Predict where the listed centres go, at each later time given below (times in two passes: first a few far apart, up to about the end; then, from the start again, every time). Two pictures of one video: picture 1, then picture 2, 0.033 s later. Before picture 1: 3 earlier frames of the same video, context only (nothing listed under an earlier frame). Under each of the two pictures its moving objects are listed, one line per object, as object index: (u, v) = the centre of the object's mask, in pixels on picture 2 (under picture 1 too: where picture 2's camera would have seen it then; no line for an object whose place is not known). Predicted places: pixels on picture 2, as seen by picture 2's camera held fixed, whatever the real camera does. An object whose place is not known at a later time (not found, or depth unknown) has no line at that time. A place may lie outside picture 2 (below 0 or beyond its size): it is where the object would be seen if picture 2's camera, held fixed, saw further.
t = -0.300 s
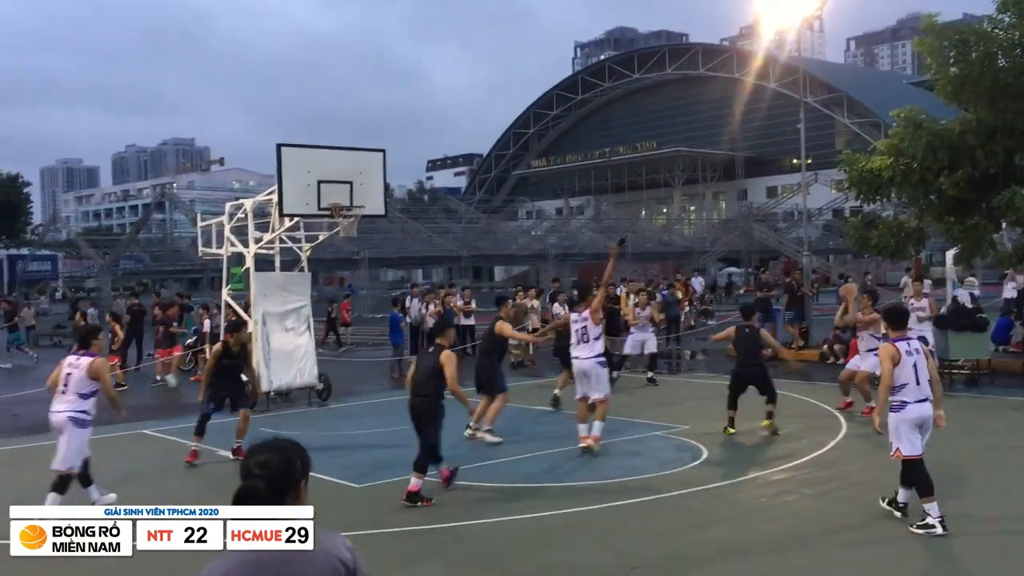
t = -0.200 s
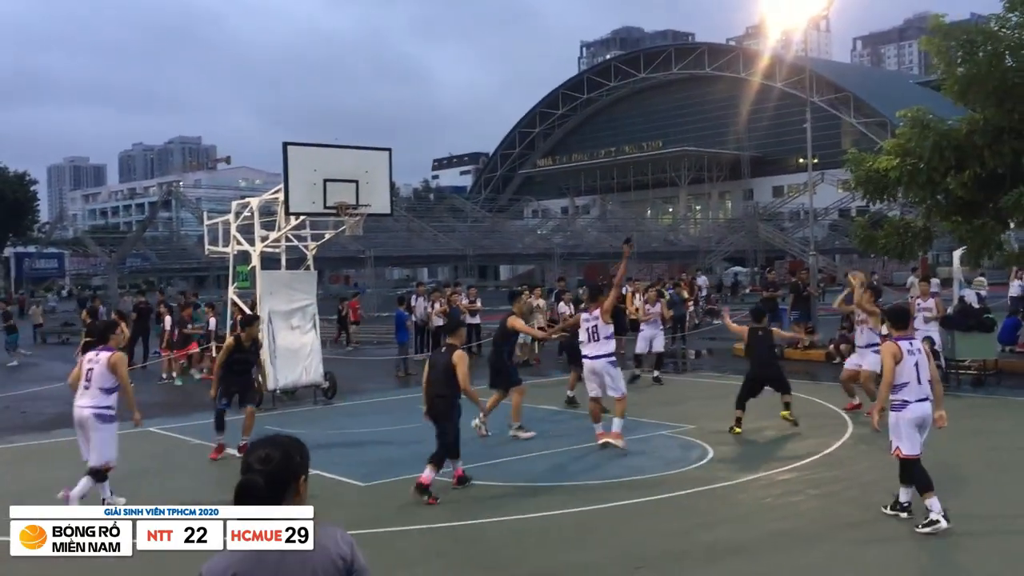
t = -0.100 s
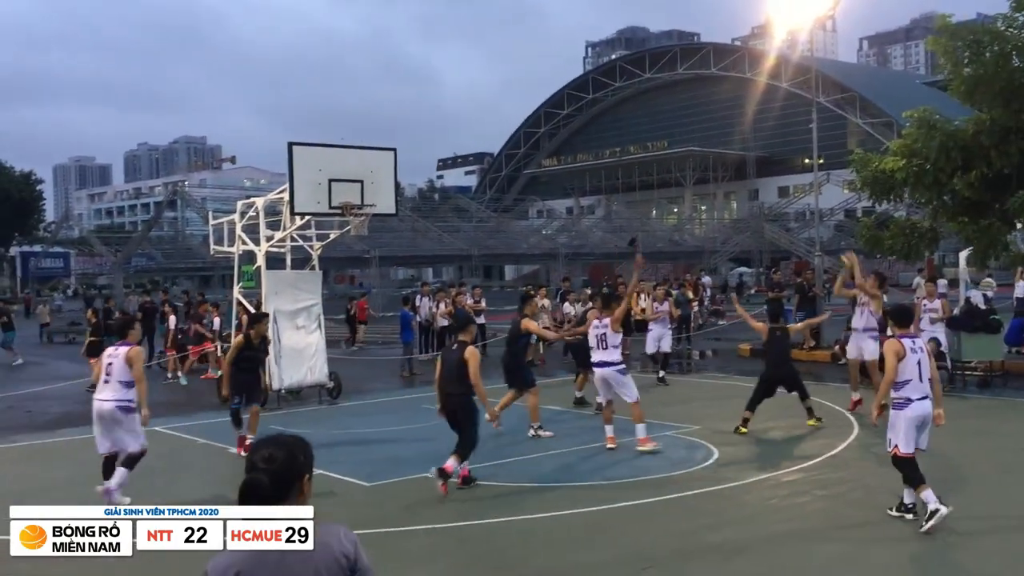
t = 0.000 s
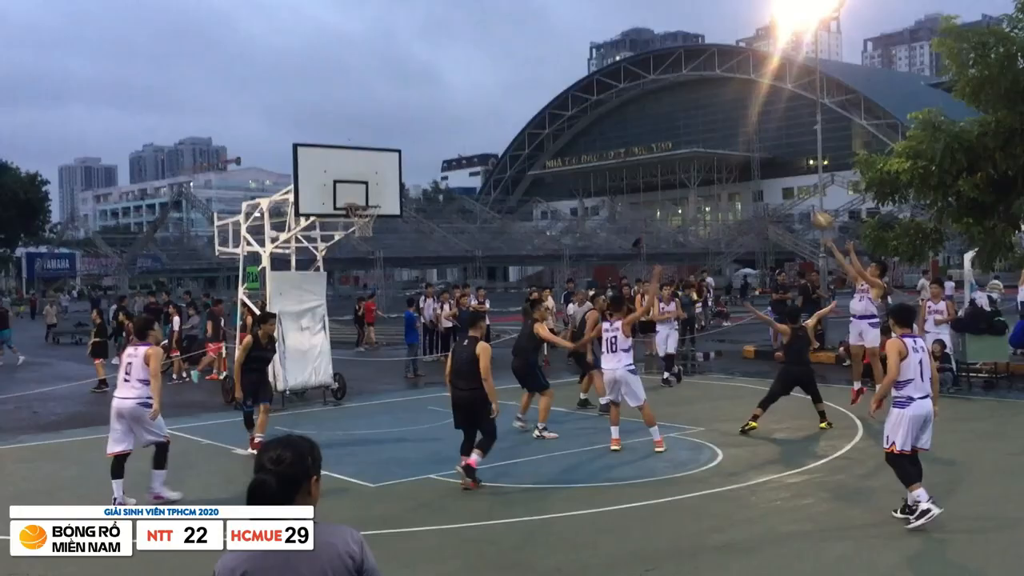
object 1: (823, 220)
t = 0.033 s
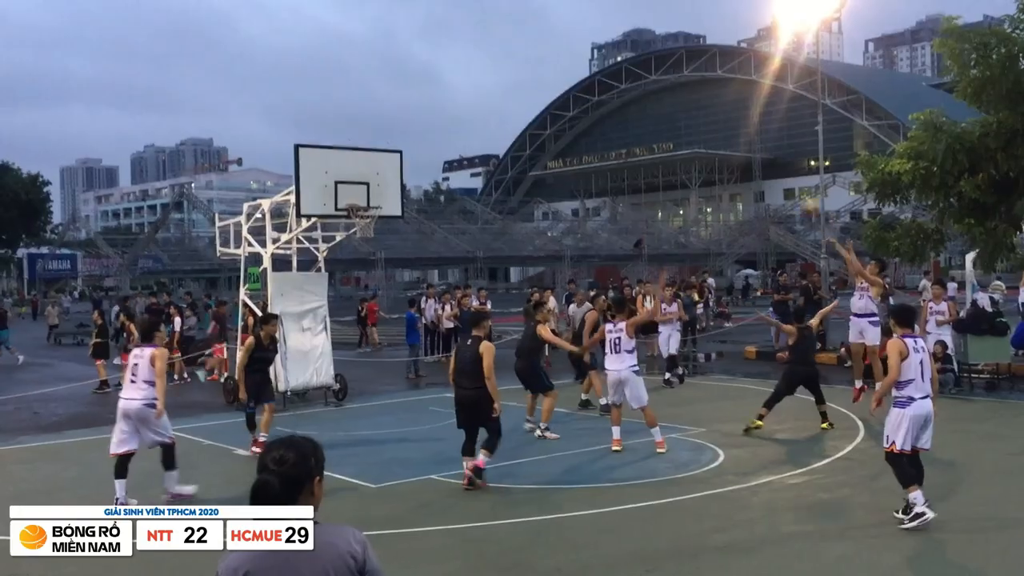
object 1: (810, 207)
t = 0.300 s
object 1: (700, 118)
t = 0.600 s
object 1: (587, 80)
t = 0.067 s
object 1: (794, 193)
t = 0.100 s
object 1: (782, 179)
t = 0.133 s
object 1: (767, 166)
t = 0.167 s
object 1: (754, 155)
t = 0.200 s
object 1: (741, 144)
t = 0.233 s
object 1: (727, 135)
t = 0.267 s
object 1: (713, 125)
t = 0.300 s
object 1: (700, 118)
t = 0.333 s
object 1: (688, 111)
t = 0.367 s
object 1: (674, 103)
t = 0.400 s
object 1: (662, 98)
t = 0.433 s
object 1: (649, 92)
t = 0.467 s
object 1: (636, 88)
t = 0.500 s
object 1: (624, 85)
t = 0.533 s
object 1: (611, 83)
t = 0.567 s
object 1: (598, 81)
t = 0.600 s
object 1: (587, 80)
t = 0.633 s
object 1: (574, 80)
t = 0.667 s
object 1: (562, 80)
